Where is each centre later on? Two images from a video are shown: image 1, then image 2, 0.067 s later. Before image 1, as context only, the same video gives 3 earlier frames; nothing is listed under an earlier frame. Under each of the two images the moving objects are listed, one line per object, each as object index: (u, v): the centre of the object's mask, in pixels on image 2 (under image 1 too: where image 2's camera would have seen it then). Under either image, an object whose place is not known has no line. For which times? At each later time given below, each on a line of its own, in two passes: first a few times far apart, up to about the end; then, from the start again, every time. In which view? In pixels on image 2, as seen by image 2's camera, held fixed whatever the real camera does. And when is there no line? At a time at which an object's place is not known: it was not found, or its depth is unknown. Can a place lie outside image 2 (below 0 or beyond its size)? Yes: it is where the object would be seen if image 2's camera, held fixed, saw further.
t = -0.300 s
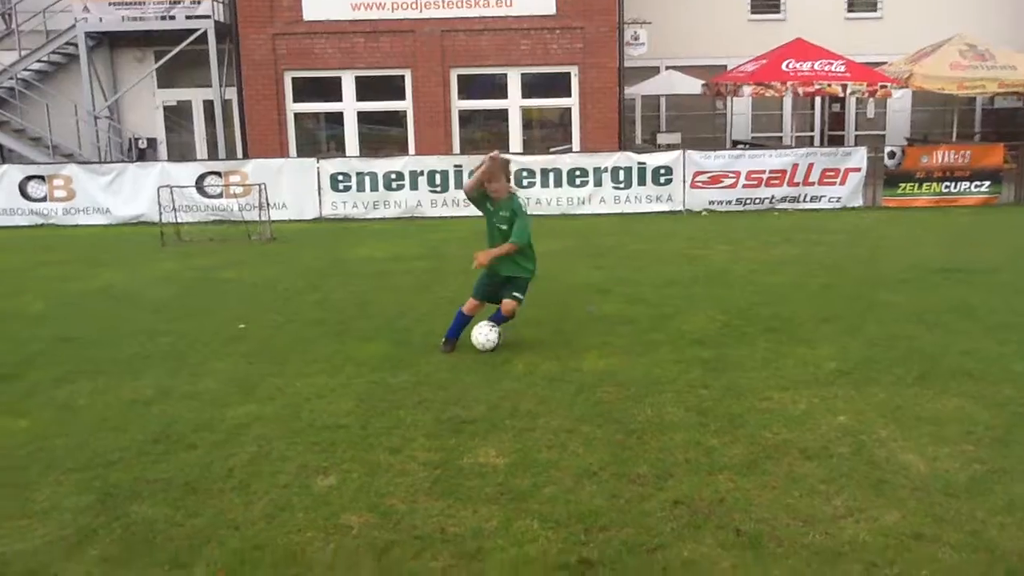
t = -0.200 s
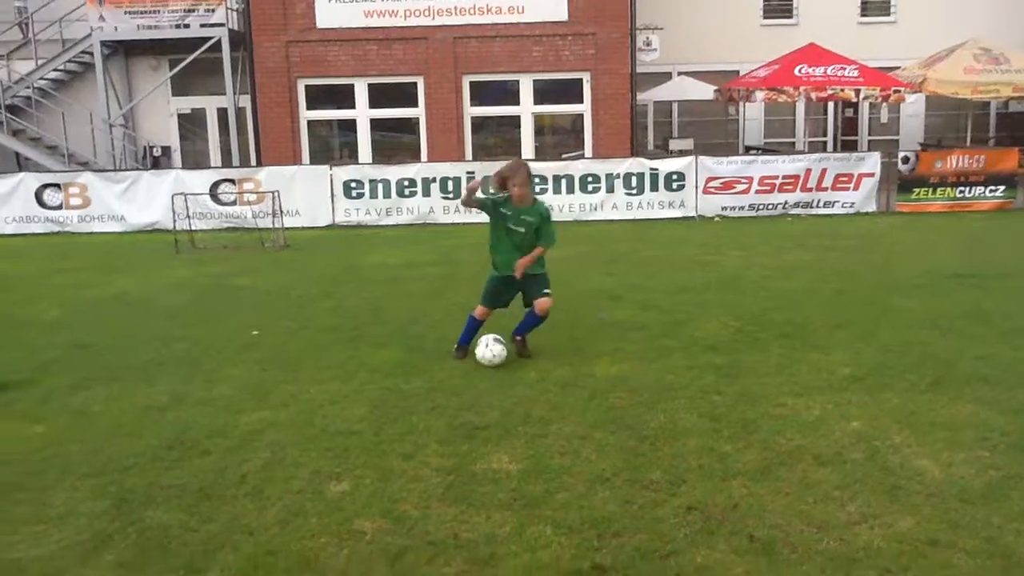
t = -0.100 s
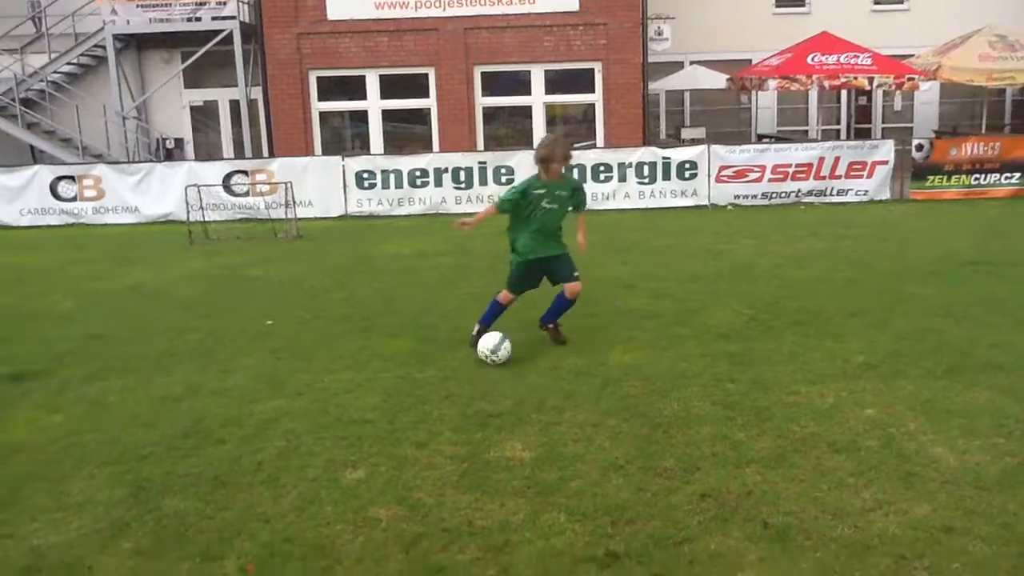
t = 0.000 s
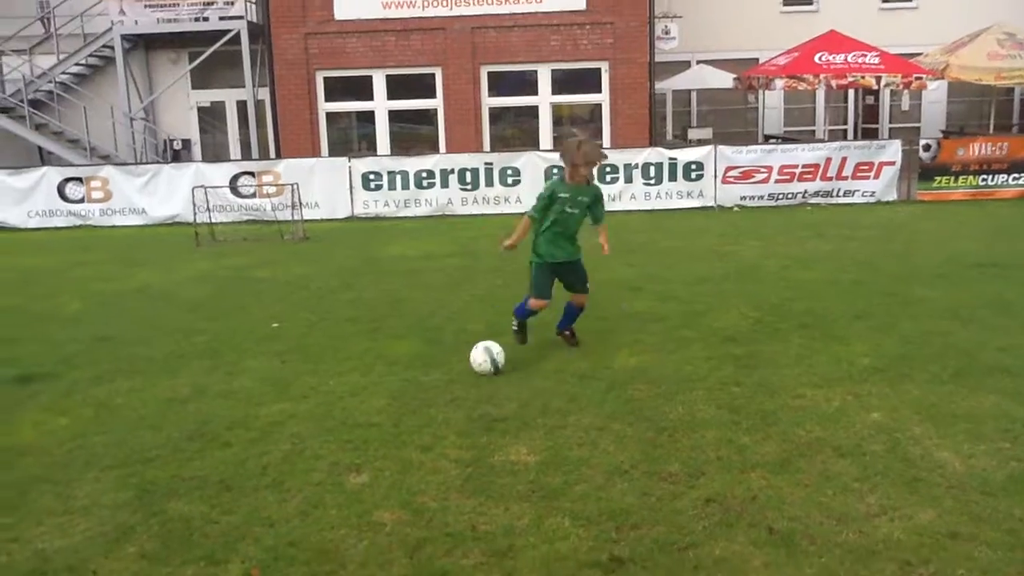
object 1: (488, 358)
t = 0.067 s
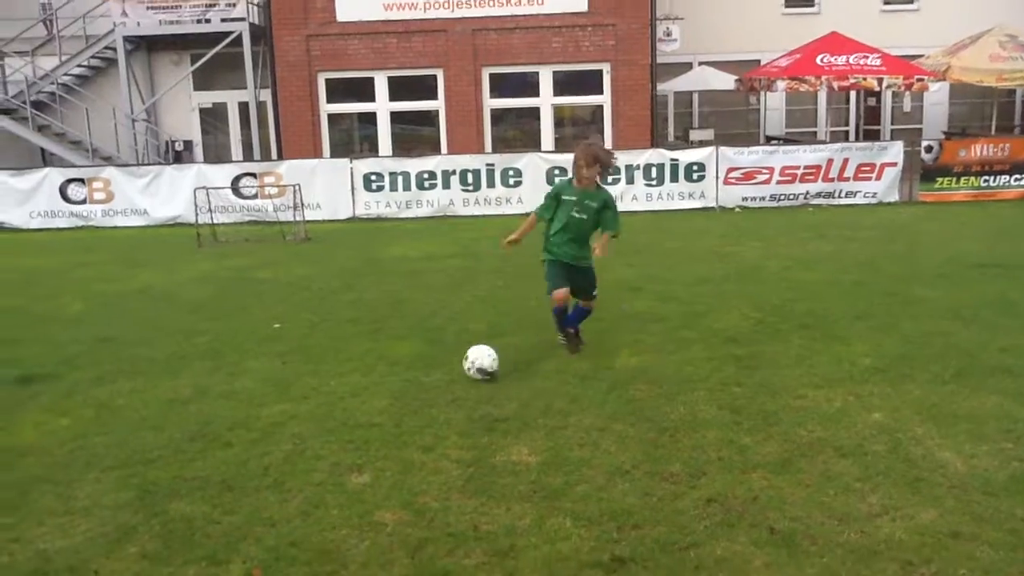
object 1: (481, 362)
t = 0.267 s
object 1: (454, 377)
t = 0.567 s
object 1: (415, 396)
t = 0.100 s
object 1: (476, 365)
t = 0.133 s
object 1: (472, 367)
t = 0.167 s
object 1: (468, 369)
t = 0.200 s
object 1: (463, 372)
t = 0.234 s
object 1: (459, 374)
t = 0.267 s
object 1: (454, 377)
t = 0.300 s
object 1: (450, 379)
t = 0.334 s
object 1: (445, 381)
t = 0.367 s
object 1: (441, 383)
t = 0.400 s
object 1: (437, 385)
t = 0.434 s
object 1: (433, 387)
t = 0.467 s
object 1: (428, 389)
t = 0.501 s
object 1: (424, 392)
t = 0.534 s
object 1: (419, 394)
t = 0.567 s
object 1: (415, 396)
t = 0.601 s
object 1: (410, 399)
